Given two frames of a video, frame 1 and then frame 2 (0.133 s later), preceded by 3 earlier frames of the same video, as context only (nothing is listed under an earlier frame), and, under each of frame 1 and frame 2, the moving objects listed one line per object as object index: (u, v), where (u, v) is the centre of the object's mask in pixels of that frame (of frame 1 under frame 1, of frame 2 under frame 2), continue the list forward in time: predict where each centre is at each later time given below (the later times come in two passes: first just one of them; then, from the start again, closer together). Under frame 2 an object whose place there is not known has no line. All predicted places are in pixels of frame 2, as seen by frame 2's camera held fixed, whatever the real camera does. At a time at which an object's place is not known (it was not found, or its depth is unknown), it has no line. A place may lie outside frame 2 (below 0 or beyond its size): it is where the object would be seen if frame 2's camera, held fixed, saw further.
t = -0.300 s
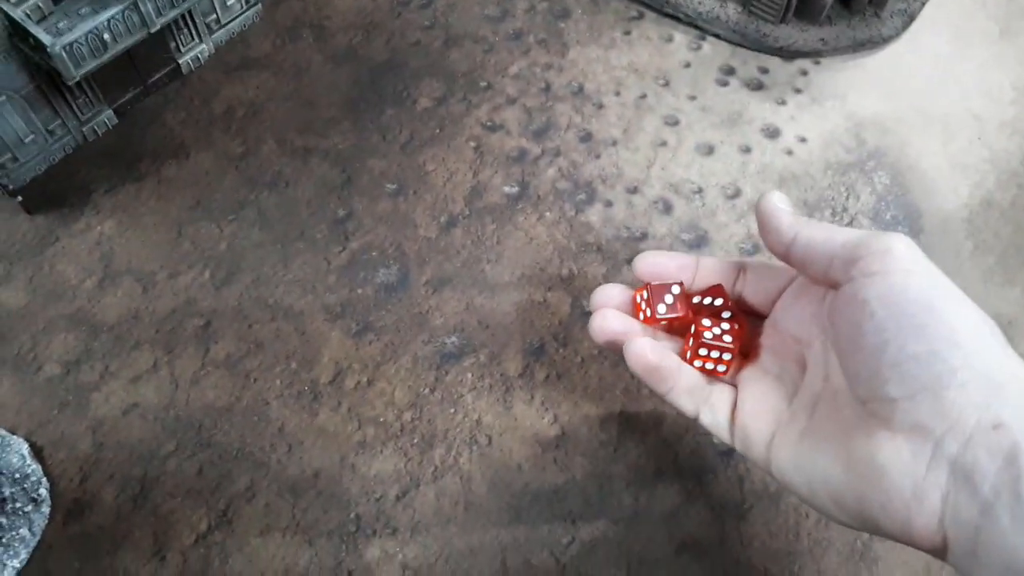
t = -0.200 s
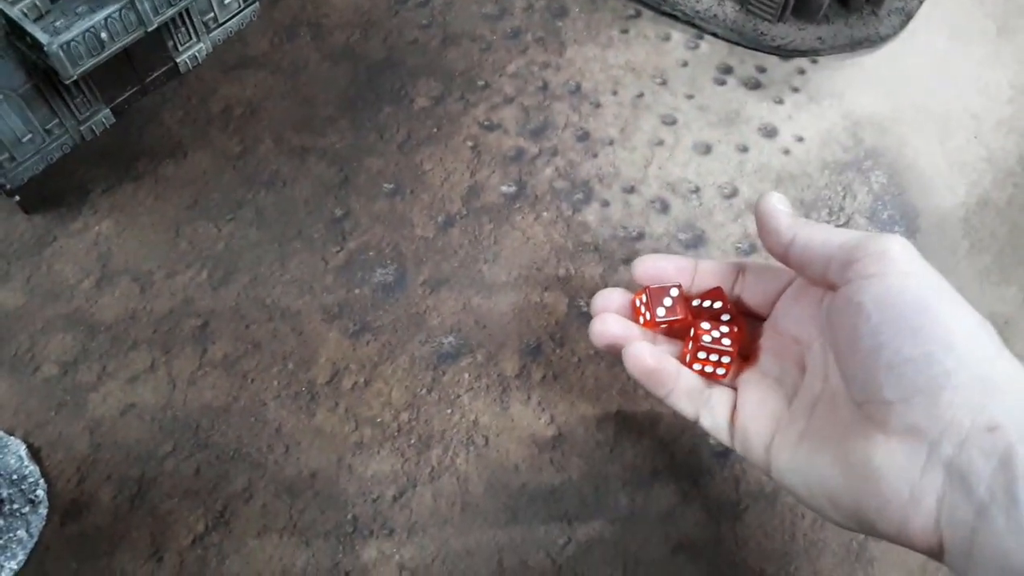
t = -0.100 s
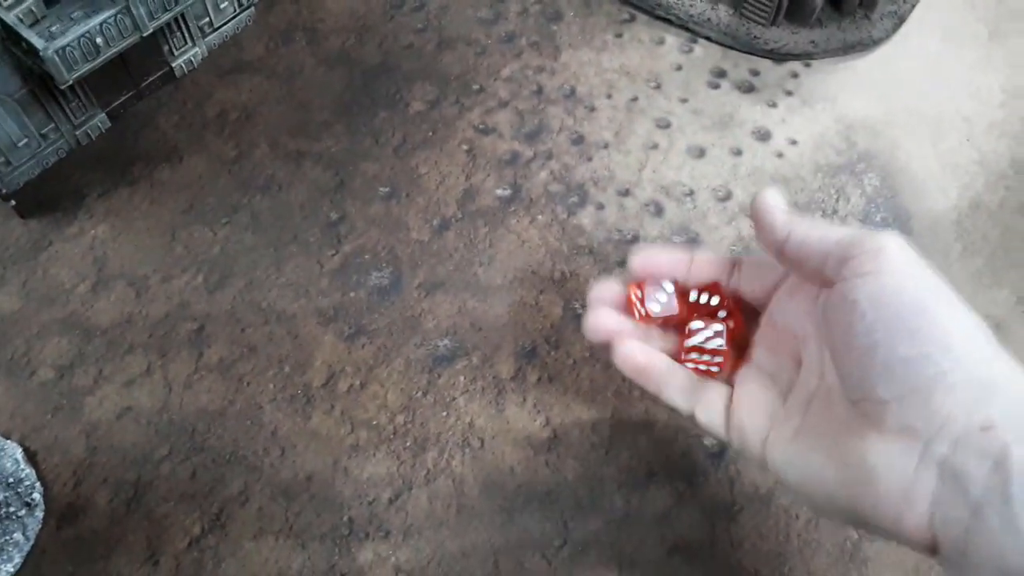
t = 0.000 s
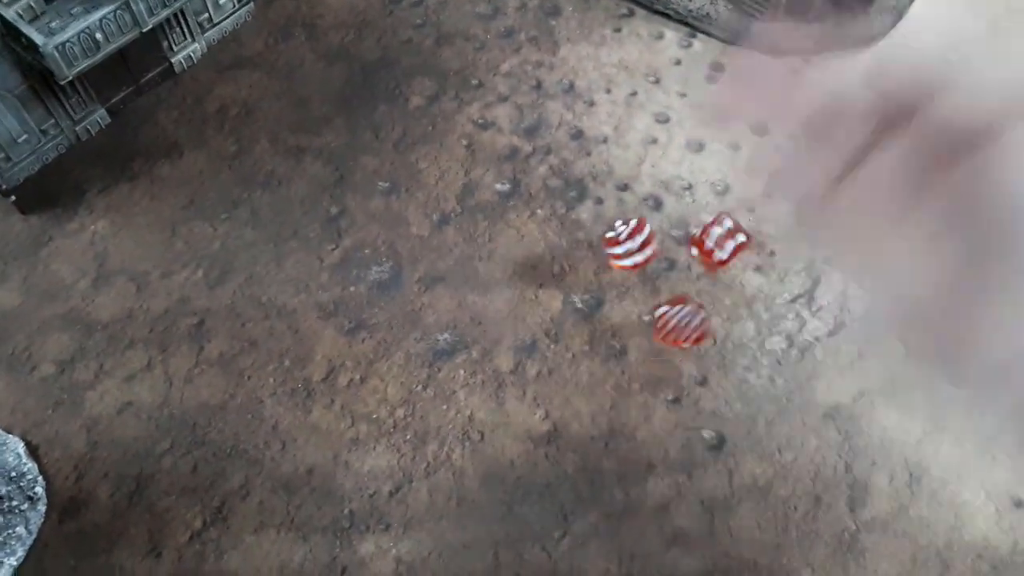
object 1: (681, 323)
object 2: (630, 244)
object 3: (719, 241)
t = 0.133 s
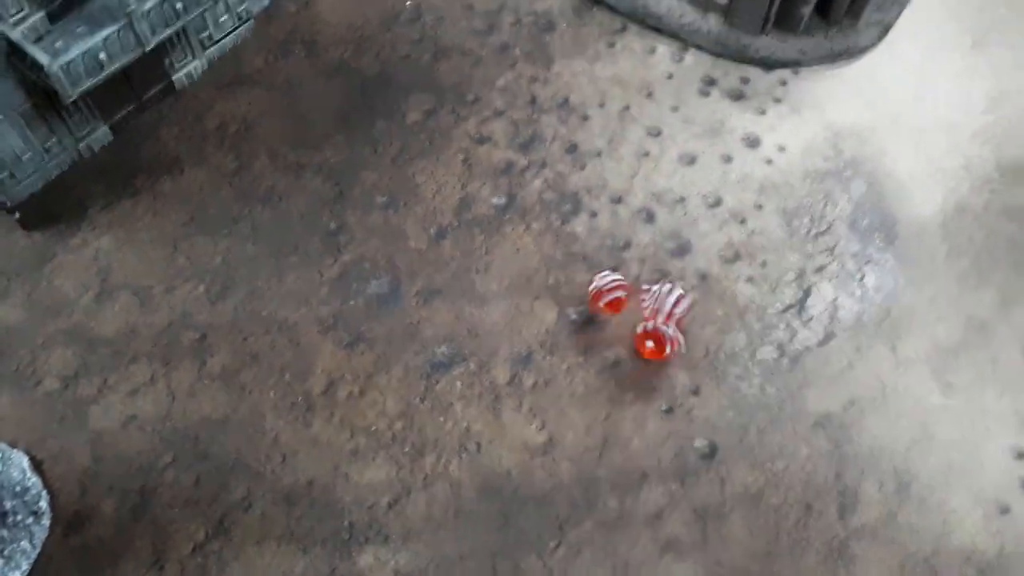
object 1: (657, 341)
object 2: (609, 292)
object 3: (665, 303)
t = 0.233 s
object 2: (614, 277)
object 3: (670, 249)
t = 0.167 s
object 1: (689, 356)
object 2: (618, 288)
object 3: (655, 281)
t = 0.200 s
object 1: (723, 379)
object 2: (619, 284)
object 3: (657, 264)
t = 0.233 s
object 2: (614, 277)
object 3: (670, 249)
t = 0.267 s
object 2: (607, 275)
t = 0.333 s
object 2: (594, 266)
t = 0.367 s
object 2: (593, 263)
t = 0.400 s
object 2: (591, 264)
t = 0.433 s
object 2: (589, 264)
